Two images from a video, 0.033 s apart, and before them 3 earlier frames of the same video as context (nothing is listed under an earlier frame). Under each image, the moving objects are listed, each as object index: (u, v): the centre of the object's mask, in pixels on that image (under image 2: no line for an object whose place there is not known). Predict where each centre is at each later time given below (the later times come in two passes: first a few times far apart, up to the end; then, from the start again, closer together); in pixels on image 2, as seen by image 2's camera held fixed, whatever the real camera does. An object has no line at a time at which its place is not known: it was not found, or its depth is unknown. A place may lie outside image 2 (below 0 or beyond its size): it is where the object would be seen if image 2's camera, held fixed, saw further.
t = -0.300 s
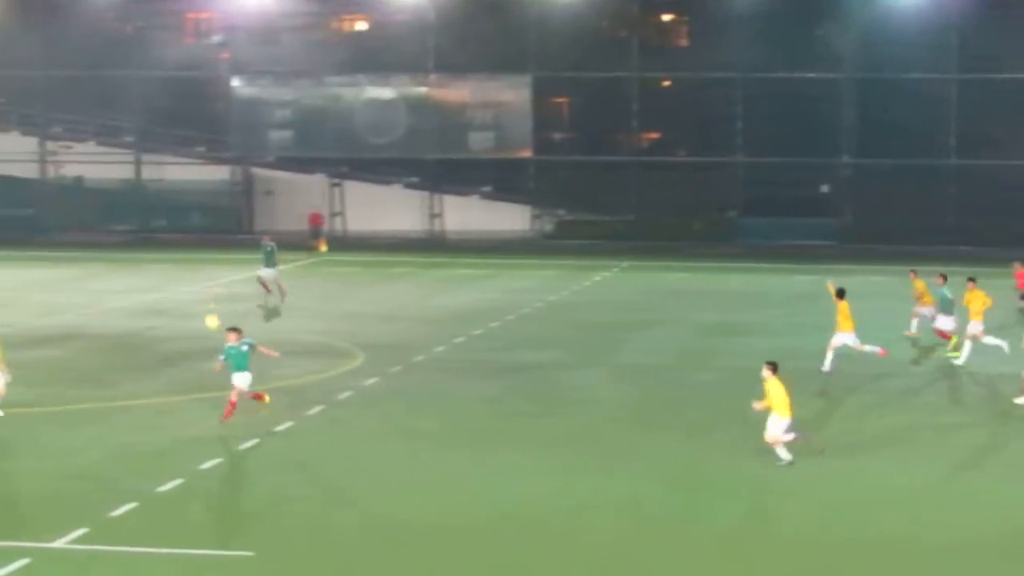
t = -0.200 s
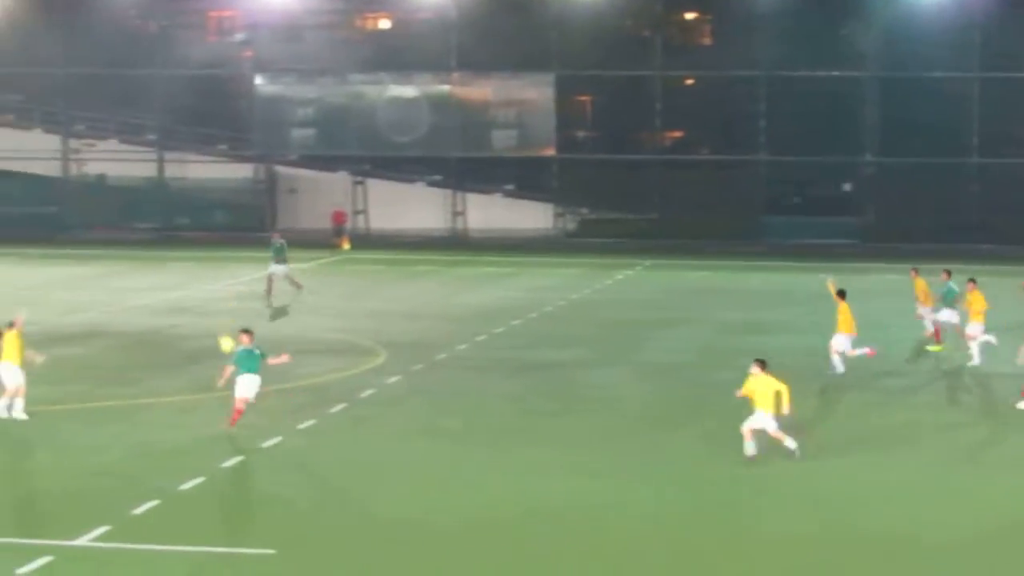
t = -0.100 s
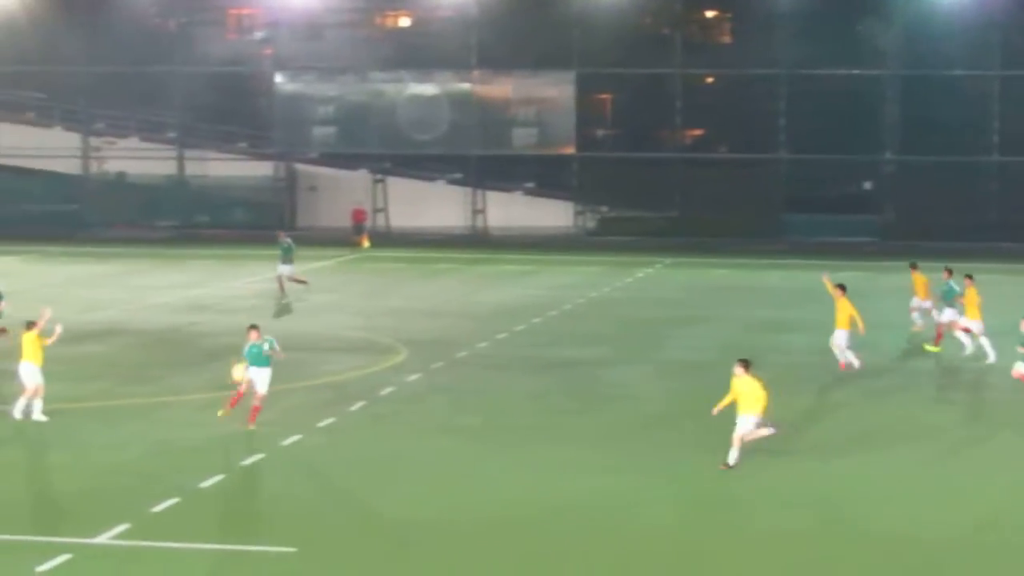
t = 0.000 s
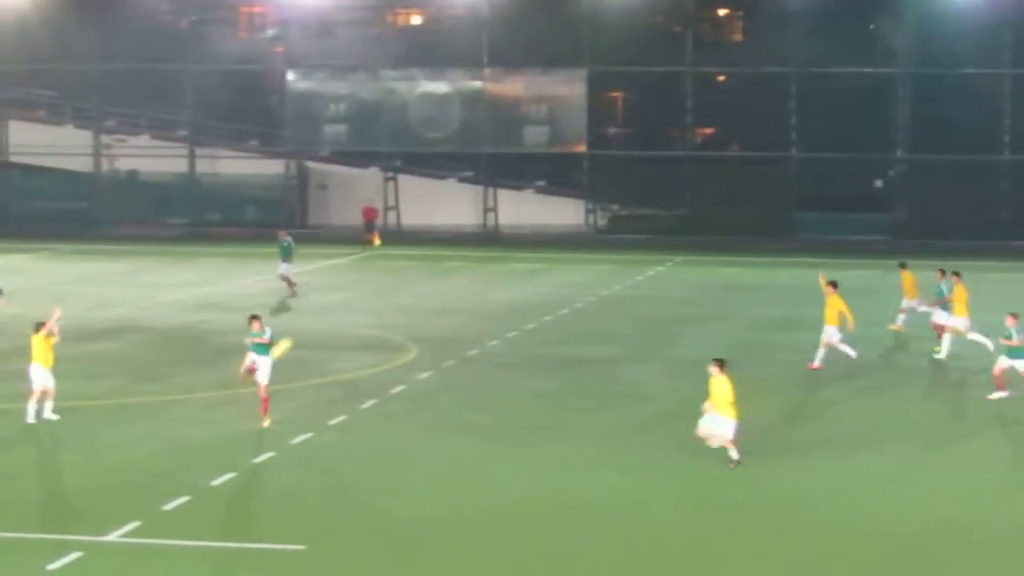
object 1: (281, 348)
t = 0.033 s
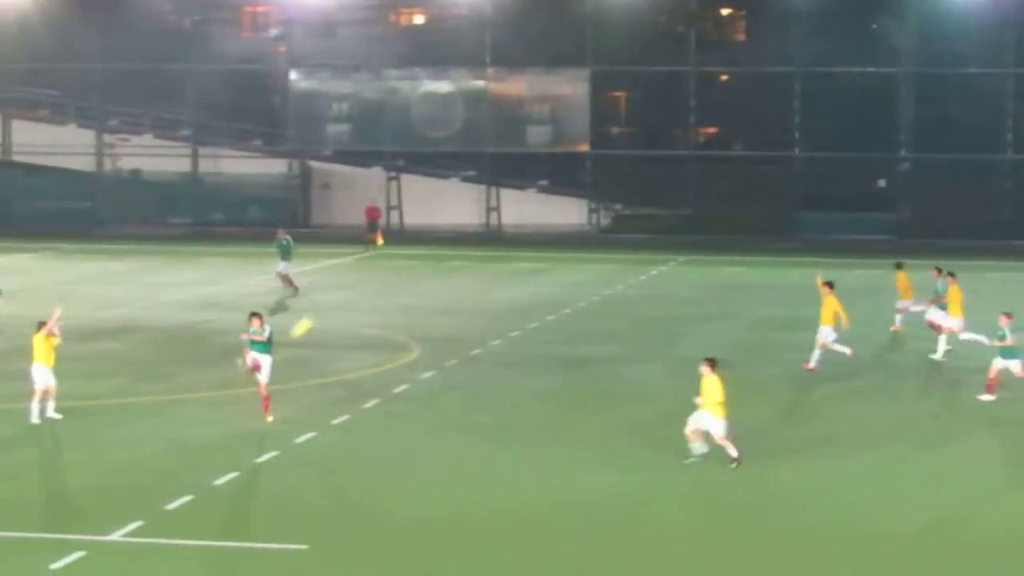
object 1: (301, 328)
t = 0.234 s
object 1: (421, 213)
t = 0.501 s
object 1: (591, 98)
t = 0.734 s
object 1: (756, 32)
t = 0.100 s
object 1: (340, 286)
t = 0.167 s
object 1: (380, 249)
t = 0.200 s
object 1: (399, 232)
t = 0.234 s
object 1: (421, 213)
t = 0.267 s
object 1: (440, 197)
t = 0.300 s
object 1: (464, 180)
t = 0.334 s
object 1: (483, 165)
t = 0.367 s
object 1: (505, 151)
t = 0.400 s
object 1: (526, 136)
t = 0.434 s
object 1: (548, 123)
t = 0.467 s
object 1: (570, 110)
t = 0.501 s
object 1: (591, 98)
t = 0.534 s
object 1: (613, 87)
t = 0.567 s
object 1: (636, 76)
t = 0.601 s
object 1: (660, 66)
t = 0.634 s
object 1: (684, 57)
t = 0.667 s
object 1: (708, 47)
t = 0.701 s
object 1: (732, 40)
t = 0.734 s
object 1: (756, 32)
